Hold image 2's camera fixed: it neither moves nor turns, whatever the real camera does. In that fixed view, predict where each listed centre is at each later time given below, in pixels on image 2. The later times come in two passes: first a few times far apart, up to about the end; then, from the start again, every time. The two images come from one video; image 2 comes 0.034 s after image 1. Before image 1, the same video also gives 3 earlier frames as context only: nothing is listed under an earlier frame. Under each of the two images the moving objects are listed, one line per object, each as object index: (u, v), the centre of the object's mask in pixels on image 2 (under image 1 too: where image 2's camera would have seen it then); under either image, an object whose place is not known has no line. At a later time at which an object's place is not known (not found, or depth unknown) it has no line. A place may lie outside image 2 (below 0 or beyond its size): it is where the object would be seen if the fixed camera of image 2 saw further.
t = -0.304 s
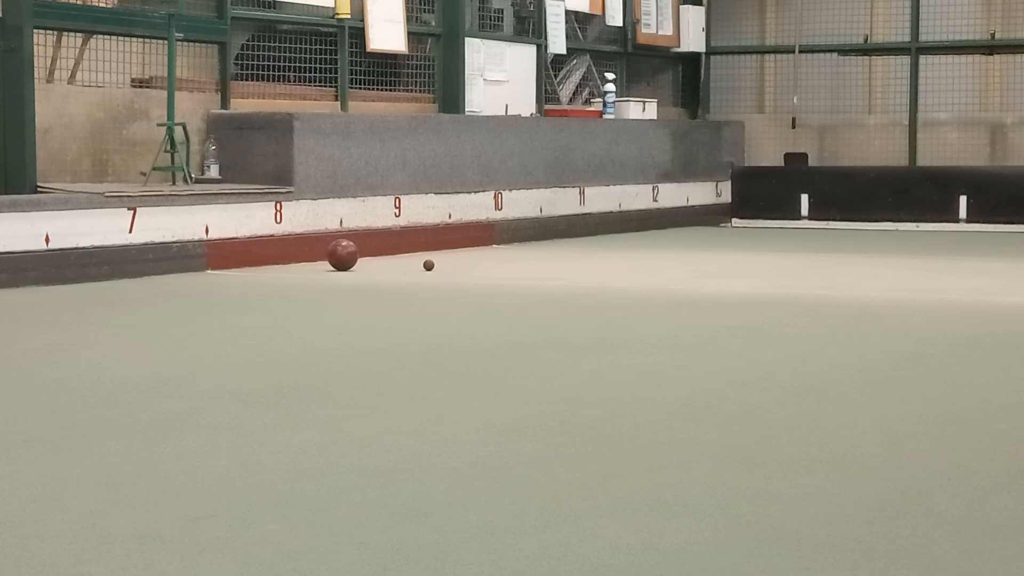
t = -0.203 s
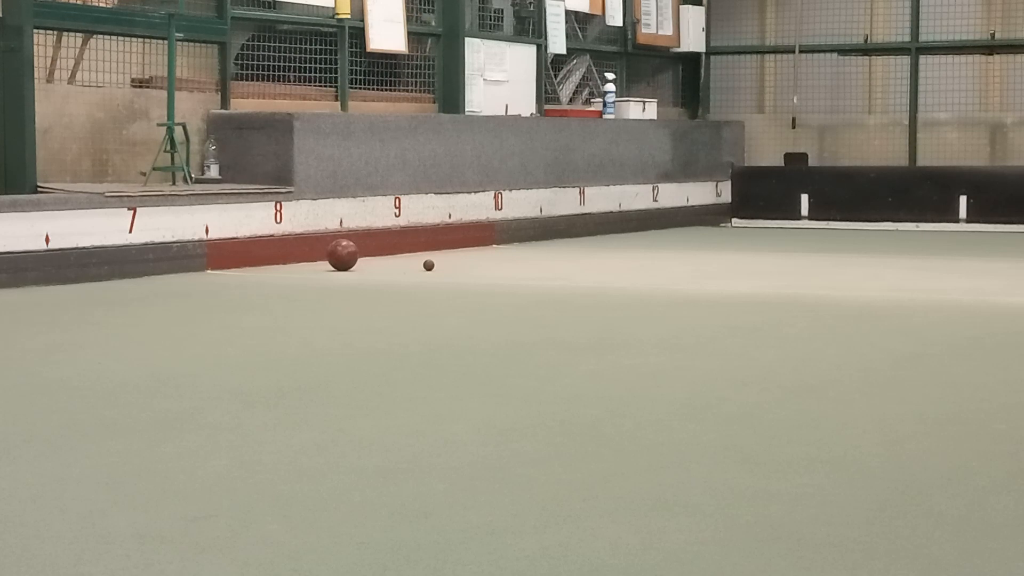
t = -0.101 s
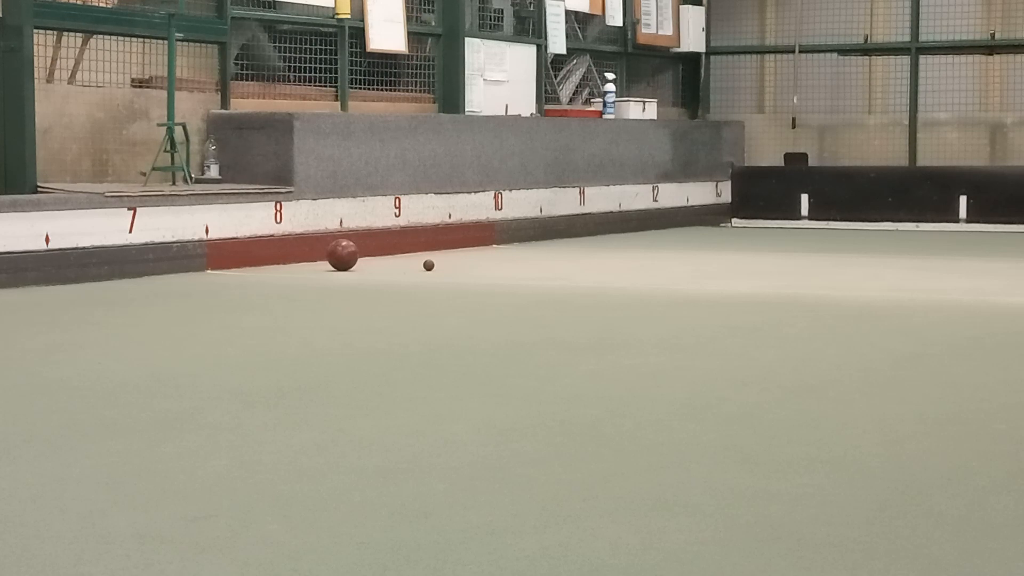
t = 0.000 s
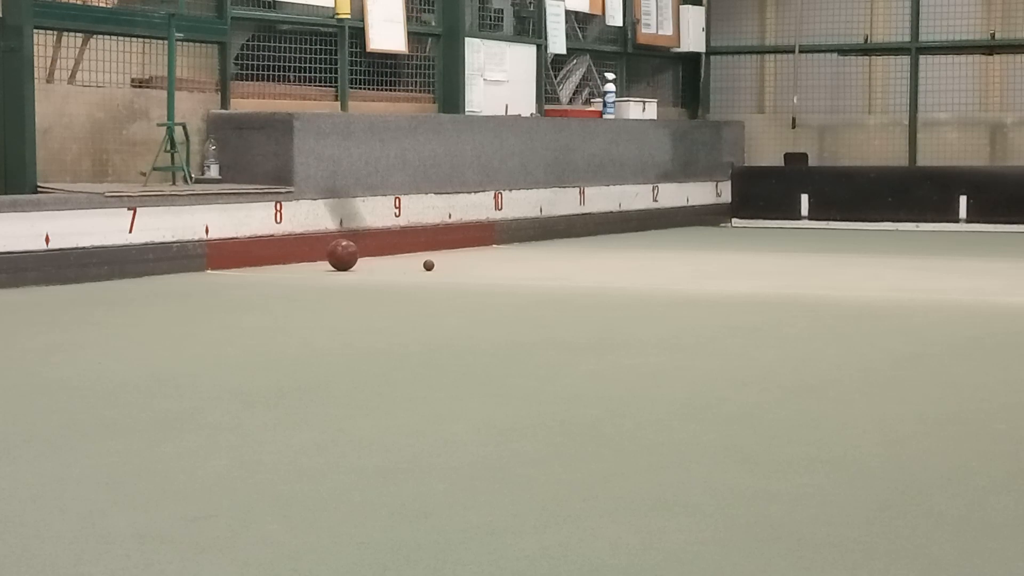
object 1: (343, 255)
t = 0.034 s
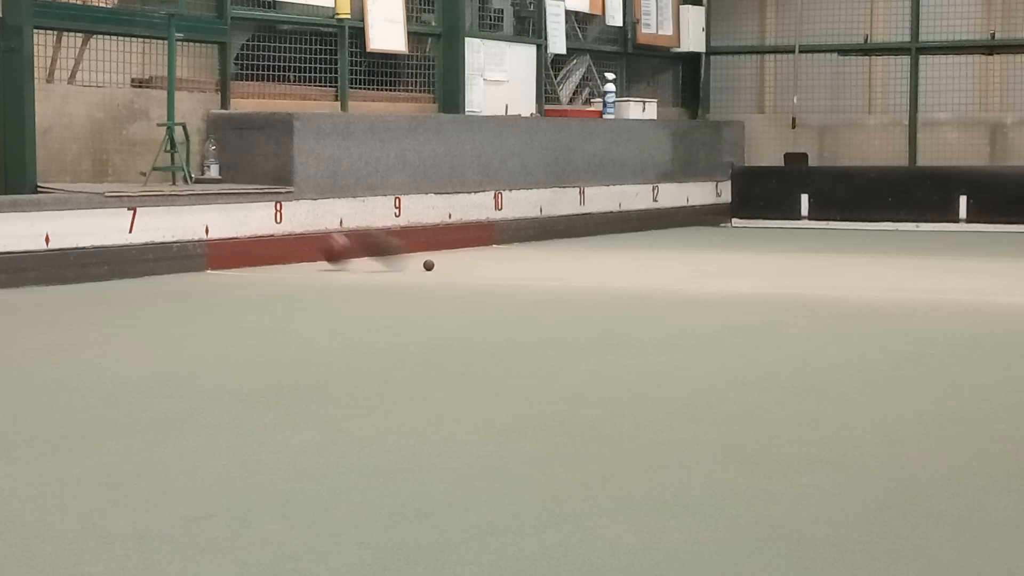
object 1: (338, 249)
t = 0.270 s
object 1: (351, 237)
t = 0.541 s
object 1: (450, 248)
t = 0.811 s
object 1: (510, 245)
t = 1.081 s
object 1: (566, 243)
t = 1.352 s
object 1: (615, 240)
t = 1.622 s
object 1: (659, 238)
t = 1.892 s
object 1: (699, 236)
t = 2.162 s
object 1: (736, 234)
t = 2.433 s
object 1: (770, 232)
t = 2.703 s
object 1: (801, 230)
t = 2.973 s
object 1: (830, 228)
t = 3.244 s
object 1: (856, 226)
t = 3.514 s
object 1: (880, 225)
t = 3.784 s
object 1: (903, 223)
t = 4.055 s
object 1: (924, 222)
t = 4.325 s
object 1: (944, 221)
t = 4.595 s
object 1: (962, 220)
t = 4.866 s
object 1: (980, 220)
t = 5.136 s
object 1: (998, 221)
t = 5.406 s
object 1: (1005, 222)
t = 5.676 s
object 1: (1009, 222)
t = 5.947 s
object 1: (1010, 222)
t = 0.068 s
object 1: (324, 241)
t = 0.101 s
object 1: (314, 234)
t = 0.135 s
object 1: (303, 231)
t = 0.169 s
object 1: (300, 230)
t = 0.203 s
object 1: (317, 229)
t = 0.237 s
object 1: (334, 232)
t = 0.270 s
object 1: (351, 237)
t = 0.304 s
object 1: (369, 244)
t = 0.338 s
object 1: (384, 247)
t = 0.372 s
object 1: (397, 246)
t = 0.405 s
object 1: (409, 246)
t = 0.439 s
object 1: (421, 248)
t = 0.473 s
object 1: (432, 248)
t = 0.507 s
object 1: (442, 248)
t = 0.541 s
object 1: (450, 248)
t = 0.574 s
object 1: (458, 248)
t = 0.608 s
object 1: (466, 247)
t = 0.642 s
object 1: (474, 247)
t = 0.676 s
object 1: (481, 247)
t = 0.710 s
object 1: (488, 246)
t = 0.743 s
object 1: (496, 245)
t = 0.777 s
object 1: (503, 245)
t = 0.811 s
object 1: (510, 245)
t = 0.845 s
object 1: (518, 245)
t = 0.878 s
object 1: (525, 244)
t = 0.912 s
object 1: (532, 244)
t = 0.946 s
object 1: (539, 244)
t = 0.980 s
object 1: (545, 243)
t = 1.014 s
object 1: (552, 243)
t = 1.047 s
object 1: (559, 243)
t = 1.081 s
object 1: (566, 243)
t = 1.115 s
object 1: (572, 242)
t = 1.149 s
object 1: (578, 242)
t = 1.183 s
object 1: (585, 241)
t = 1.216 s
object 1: (591, 241)
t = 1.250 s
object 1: (597, 241)
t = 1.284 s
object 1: (603, 240)
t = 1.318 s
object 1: (609, 240)
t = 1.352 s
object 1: (615, 240)
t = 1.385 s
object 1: (621, 240)
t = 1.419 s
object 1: (627, 239)
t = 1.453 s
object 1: (632, 239)
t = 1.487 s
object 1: (637, 239)
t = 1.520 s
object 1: (643, 239)
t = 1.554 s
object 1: (648, 238)
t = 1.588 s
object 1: (654, 238)
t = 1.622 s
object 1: (659, 238)
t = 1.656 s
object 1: (665, 237)
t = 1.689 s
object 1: (670, 237)
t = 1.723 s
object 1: (675, 237)
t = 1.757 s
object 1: (680, 237)
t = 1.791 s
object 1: (685, 236)
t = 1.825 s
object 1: (690, 236)
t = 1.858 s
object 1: (694, 236)
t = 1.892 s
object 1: (699, 236)
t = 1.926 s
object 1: (704, 235)
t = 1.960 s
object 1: (709, 235)
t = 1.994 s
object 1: (713, 235)
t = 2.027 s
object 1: (718, 235)
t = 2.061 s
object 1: (723, 234)
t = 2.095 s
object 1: (727, 234)
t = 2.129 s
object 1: (731, 234)
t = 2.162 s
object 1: (736, 234)
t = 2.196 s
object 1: (741, 233)
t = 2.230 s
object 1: (745, 233)
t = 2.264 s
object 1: (749, 233)
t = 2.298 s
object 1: (753, 233)
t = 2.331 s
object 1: (758, 232)
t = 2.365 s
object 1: (762, 232)
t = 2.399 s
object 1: (766, 232)
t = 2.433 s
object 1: (770, 232)
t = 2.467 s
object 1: (774, 232)
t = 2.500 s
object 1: (778, 231)
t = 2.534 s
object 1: (782, 231)
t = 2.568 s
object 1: (786, 231)
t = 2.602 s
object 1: (790, 230)
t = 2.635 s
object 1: (794, 230)
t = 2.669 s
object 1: (797, 230)
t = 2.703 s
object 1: (801, 230)
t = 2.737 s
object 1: (805, 230)
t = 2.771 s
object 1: (809, 229)
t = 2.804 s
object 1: (812, 229)
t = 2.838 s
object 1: (816, 229)
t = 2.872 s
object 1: (819, 228)
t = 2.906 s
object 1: (823, 228)
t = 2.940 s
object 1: (826, 228)
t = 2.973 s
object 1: (830, 228)
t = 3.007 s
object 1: (833, 228)
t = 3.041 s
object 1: (837, 228)
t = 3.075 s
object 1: (840, 227)
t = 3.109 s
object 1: (843, 227)
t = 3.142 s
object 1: (846, 227)
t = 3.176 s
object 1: (850, 227)
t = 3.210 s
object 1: (853, 226)
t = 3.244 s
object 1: (856, 226)
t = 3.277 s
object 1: (859, 226)
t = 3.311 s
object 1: (862, 226)
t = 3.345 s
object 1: (865, 226)
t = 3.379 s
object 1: (868, 225)
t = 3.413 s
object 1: (871, 225)
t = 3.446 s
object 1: (874, 225)
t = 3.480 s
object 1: (877, 225)
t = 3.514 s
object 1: (880, 225)
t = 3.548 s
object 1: (883, 225)
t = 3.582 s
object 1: (886, 224)
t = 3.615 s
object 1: (889, 224)
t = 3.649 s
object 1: (892, 224)
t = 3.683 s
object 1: (894, 224)
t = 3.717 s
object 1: (897, 224)
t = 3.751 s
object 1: (900, 223)
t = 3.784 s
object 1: (903, 223)
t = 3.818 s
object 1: (905, 223)
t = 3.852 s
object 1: (908, 223)
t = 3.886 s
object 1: (911, 223)
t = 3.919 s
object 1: (913, 223)
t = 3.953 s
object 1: (916, 223)
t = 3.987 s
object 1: (918, 222)
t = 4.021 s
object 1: (921, 222)
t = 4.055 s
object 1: (924, 222)
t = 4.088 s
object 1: (926, 222)
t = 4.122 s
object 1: (929, 222)
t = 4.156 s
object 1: (931, 222)
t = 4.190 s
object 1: (934, 222)
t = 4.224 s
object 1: (936, 222)
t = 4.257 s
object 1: (939, 222)
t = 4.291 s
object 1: (941, 221)
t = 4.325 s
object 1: (944, 221)
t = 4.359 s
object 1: (946, 221)
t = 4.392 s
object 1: (948, 221)
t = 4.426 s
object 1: (951, 221)
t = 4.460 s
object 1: (953, 221)
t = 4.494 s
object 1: (955, 220)
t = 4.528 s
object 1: (958, 221)
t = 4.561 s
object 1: (960, 220)
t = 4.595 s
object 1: (962, 220)
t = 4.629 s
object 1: (965, 221)
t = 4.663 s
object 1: (967, 220)
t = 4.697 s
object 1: (970, 220)
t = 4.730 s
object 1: (972, 221)
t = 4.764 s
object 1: (974, 221)
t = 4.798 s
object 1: (976, 220)
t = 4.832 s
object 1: (978, 221)
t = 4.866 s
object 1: (980, 220)
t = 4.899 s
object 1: (983, 221)
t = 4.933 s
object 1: (985, 221)
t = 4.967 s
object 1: (987, 221)
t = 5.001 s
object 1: (989, 221)
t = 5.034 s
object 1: (991, 221)
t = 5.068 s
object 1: (993, 221)
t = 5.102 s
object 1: (996, 221)
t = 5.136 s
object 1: (998, 221)
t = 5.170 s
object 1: (1000, 222)
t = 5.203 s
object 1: (1001, 222)
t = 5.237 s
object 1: (1002, 222)
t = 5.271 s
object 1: (1002, 222)
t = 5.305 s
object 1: (1003, 222)
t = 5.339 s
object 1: (1004, 222)
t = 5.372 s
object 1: (1004, 222)
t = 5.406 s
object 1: (1005, 222)
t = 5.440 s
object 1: (1005, 222)
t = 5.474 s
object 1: (1006, 222)
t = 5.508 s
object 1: (1006, 222)
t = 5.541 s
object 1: (1007, 222)
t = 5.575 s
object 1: (1007, 222)
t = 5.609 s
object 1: (1008, 222)
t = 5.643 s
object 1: (1008, 222)
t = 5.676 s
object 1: (1009, 222)
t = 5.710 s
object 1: (1009, 222)
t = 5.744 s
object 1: (1010, 222)
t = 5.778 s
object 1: (1010, 222)
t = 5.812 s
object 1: (1010, 222)
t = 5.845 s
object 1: (1010, 222)
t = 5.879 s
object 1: (1010, 222)
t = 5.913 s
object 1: (1010, 222)
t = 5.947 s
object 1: (1010, 222)
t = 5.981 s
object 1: (1010, 222)
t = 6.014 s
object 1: (1010, 222)
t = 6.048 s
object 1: (1010, 222)
